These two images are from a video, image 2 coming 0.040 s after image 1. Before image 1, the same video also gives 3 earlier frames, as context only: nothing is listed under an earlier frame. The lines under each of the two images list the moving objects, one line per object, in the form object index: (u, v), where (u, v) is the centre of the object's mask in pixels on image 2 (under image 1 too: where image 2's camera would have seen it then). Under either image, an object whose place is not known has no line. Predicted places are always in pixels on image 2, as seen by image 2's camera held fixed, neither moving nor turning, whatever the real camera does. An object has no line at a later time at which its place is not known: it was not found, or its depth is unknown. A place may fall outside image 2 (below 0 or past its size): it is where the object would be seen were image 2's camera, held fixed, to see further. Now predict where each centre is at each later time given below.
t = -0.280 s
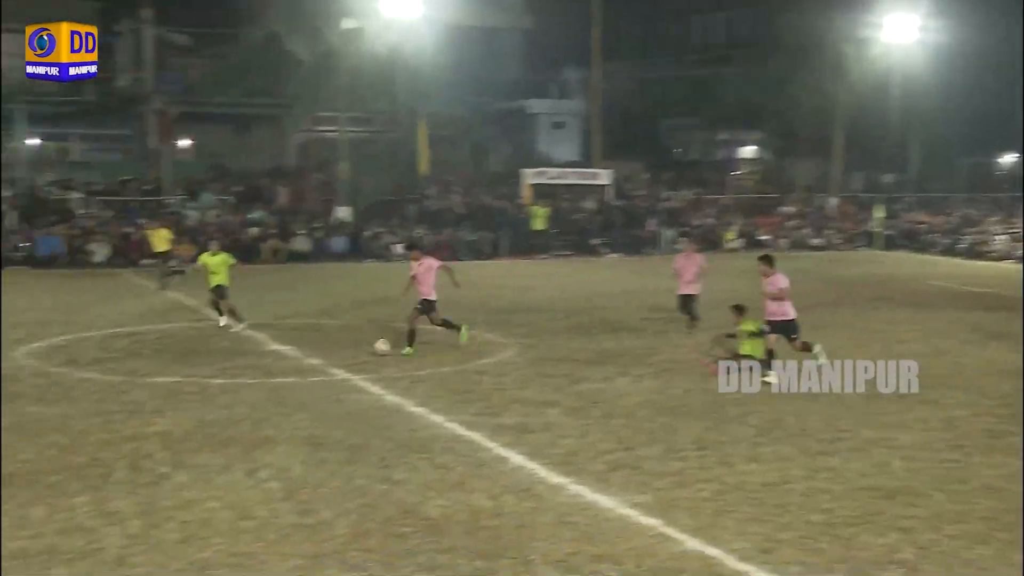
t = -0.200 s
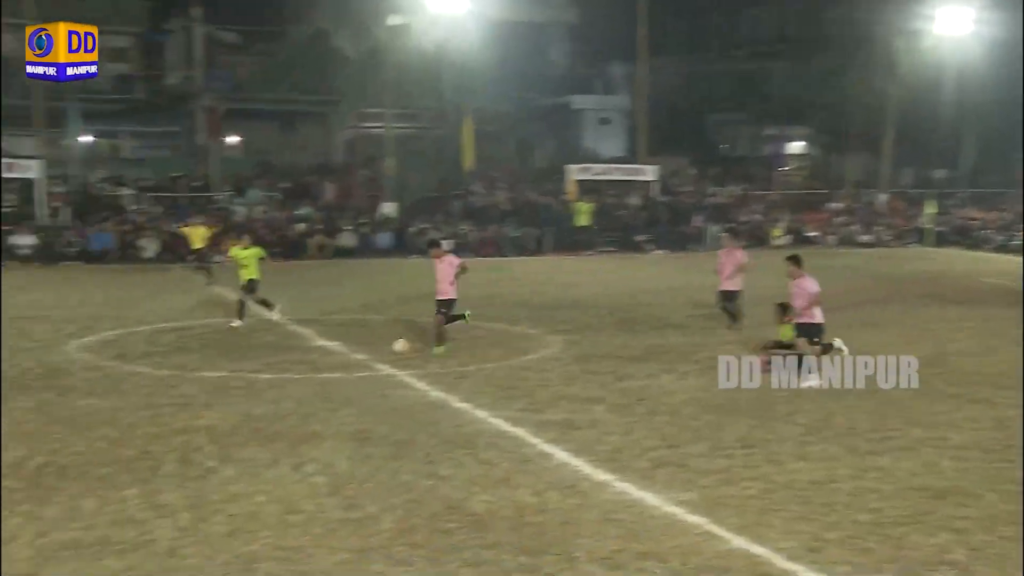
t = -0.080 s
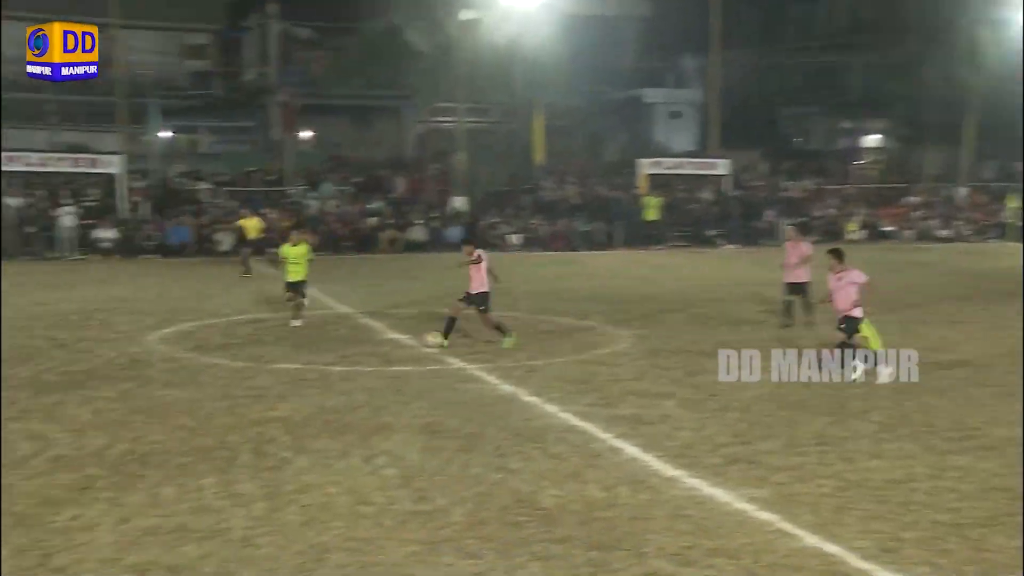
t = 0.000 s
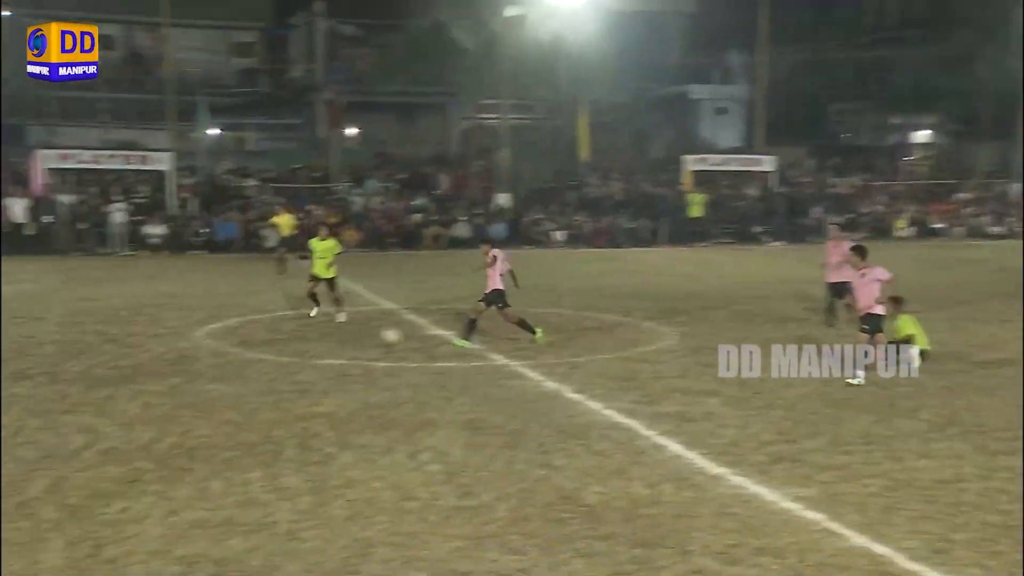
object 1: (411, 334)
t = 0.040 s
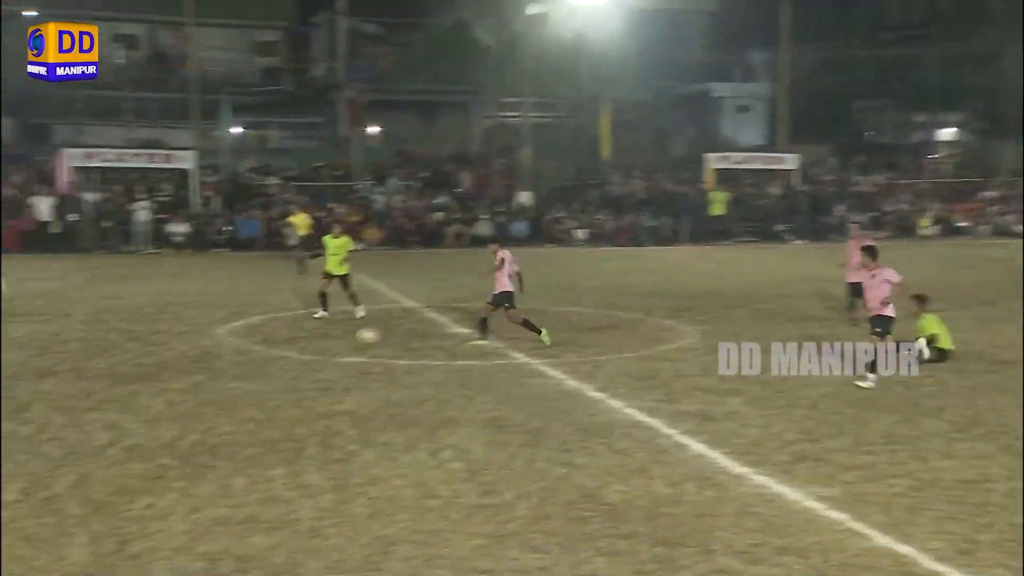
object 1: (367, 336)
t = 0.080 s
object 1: (321, 340)
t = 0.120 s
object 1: (274, 344)
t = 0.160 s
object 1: (225, 350)
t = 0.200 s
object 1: (172, 358)
